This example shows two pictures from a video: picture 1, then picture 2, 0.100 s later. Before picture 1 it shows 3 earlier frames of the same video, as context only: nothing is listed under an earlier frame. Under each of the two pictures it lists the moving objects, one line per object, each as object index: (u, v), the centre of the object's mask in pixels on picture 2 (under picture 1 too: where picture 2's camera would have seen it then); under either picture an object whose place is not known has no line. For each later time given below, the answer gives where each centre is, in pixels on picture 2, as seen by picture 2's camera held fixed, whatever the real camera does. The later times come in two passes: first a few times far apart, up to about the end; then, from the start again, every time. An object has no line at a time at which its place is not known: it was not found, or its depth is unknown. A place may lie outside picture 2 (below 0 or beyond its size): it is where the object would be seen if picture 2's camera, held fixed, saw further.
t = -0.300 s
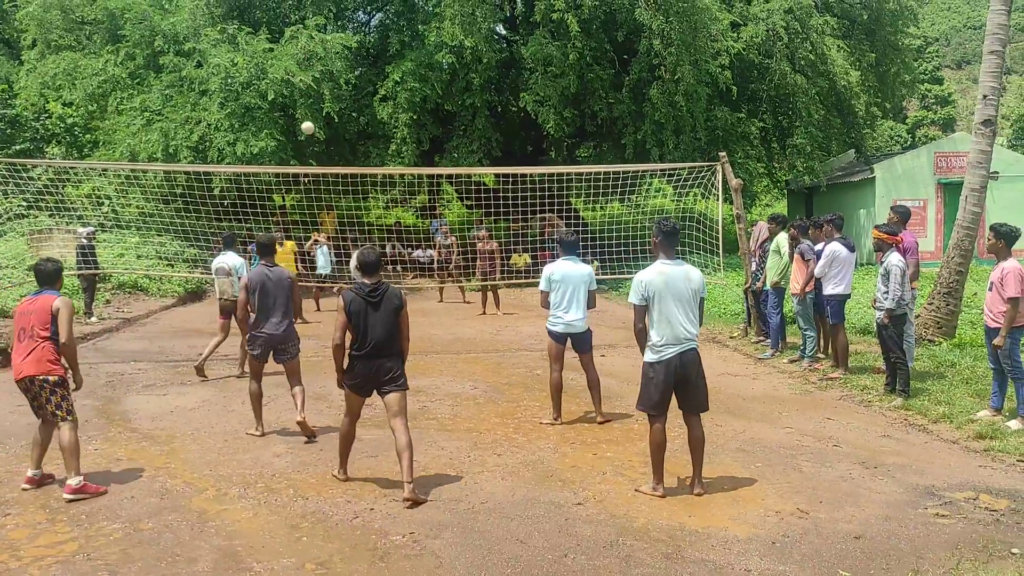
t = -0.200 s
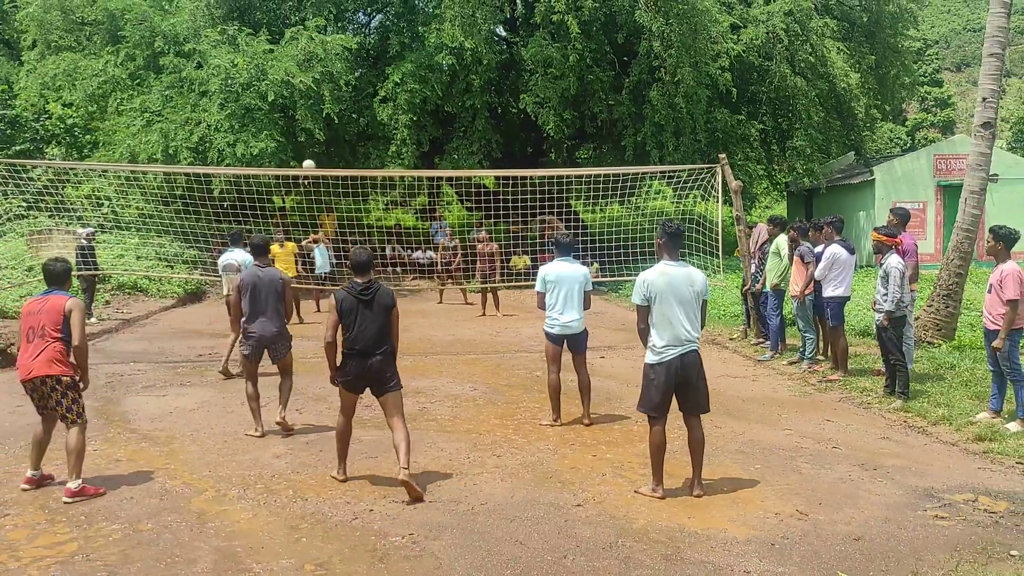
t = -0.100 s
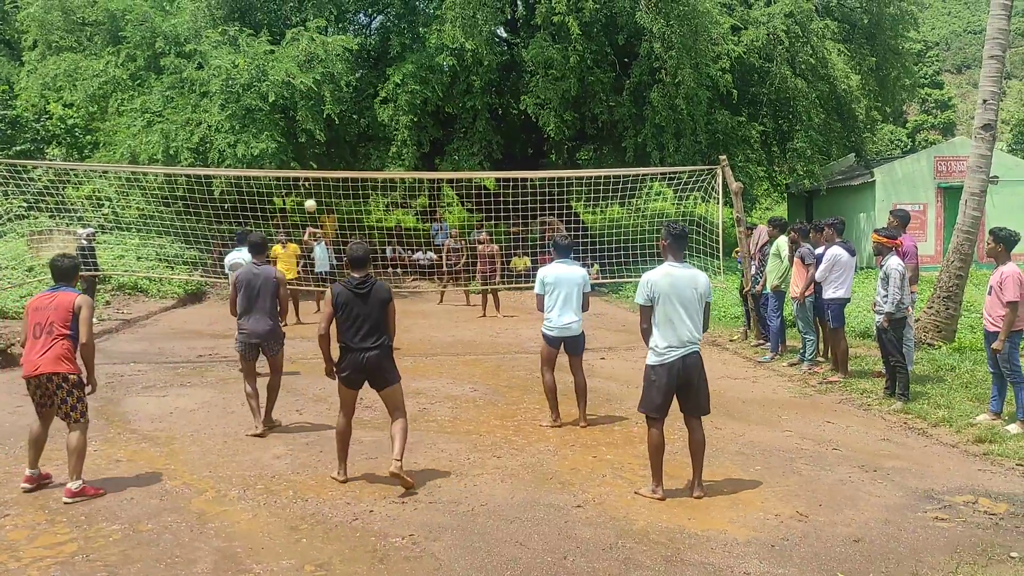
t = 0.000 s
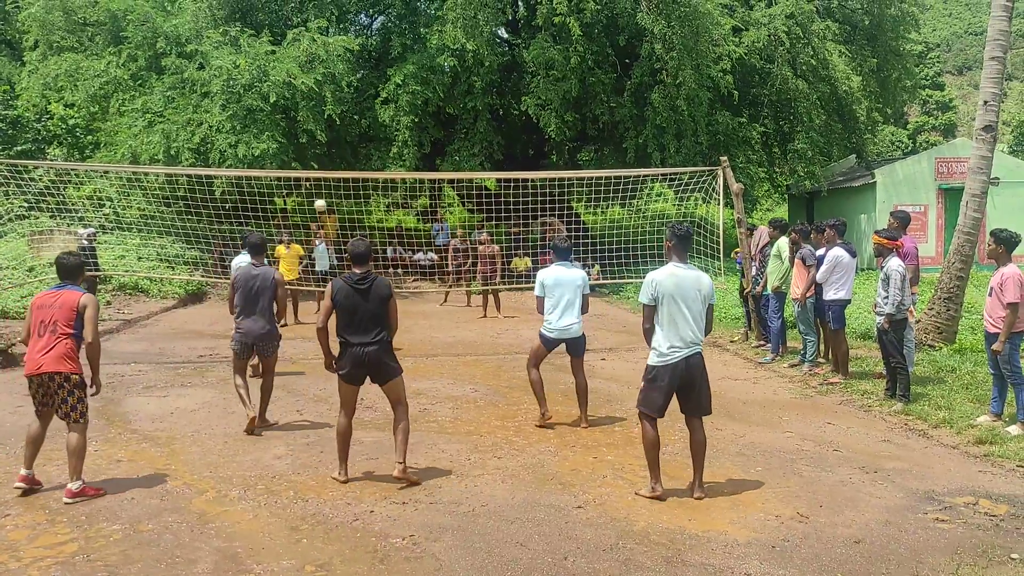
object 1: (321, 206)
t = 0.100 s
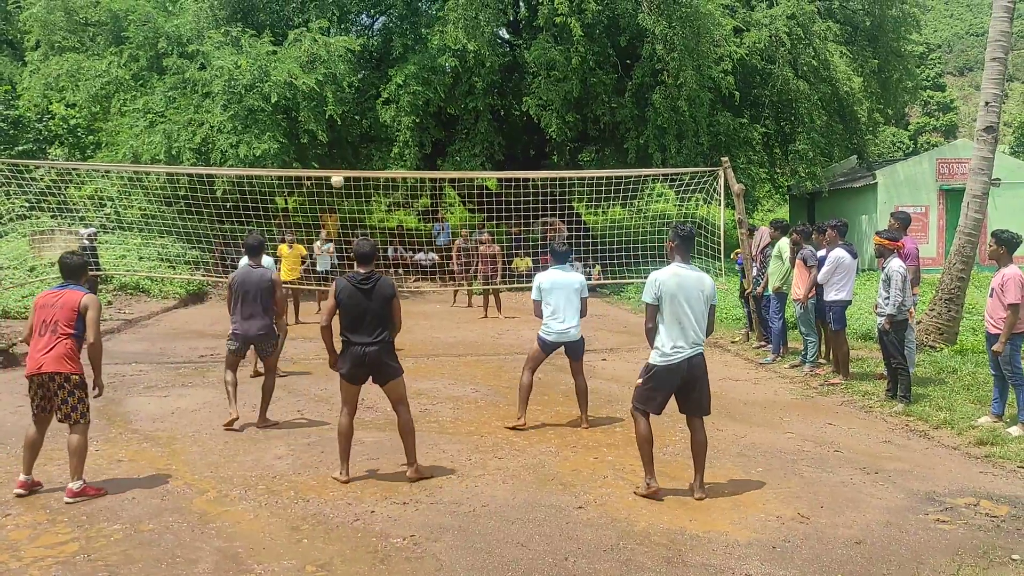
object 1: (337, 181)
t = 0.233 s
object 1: (362, 151)
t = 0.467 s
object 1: (424, 115)
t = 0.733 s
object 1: (532, 115)
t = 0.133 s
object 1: (343, 171)
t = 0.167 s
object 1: (349, 164)
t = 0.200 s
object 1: (356, 158)
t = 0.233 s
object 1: (362, 151)
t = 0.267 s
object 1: (370, 144)
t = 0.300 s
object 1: (378, 138)
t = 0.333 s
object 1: (386, 132)
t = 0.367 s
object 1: (395, 127)
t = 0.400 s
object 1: (404, 122)
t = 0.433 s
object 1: (414, 118)
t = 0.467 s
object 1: (424, 115)
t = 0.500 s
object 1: (435, 112)
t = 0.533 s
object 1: (446, 109)
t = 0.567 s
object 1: (458, 108)
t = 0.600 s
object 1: (471, 108)
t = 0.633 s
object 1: (485, 108)
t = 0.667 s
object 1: (500, 109)
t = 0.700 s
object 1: (515, 112)
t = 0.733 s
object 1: (532, 115)
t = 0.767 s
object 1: (550, 120)
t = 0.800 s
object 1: (570, 126)
